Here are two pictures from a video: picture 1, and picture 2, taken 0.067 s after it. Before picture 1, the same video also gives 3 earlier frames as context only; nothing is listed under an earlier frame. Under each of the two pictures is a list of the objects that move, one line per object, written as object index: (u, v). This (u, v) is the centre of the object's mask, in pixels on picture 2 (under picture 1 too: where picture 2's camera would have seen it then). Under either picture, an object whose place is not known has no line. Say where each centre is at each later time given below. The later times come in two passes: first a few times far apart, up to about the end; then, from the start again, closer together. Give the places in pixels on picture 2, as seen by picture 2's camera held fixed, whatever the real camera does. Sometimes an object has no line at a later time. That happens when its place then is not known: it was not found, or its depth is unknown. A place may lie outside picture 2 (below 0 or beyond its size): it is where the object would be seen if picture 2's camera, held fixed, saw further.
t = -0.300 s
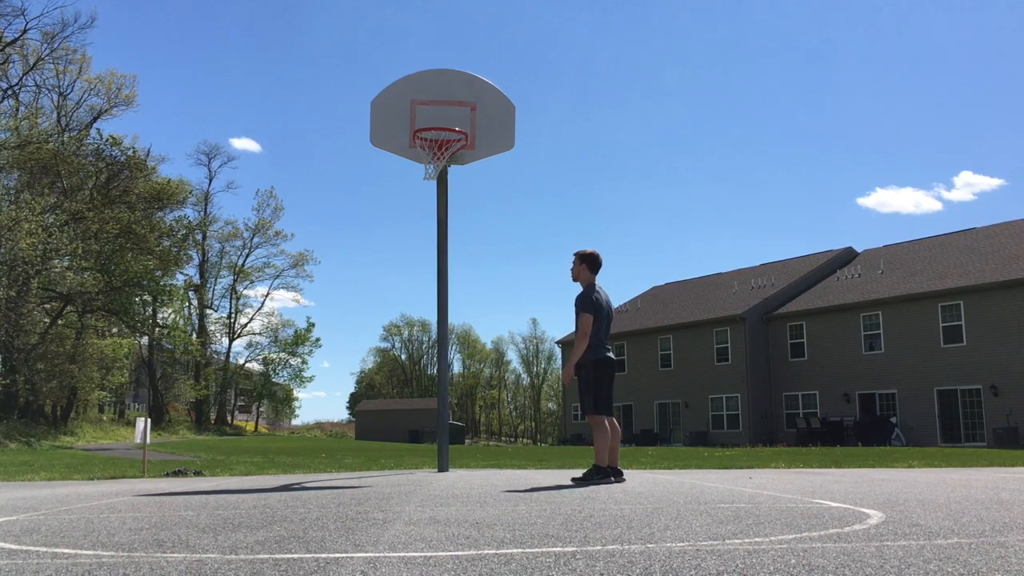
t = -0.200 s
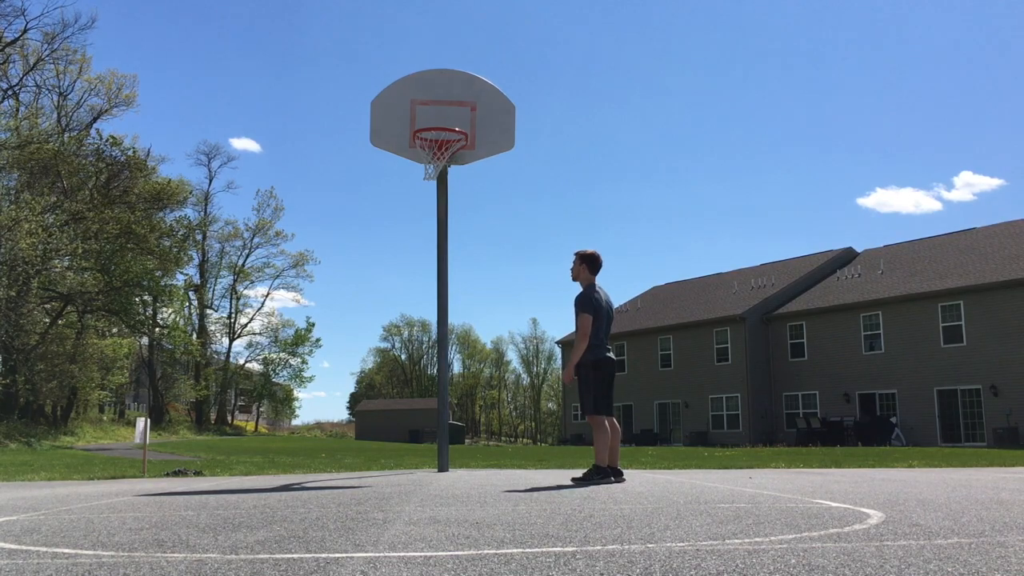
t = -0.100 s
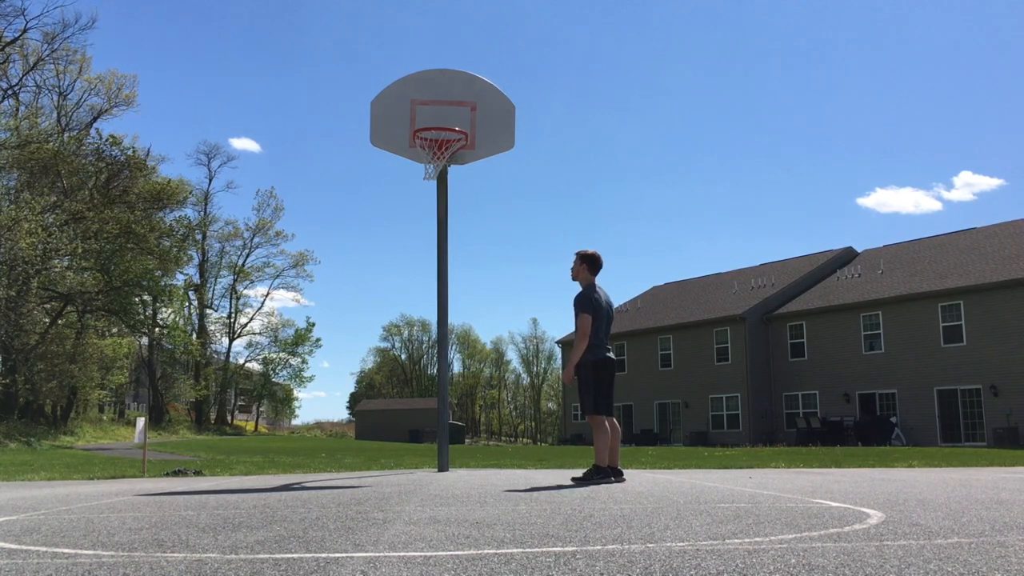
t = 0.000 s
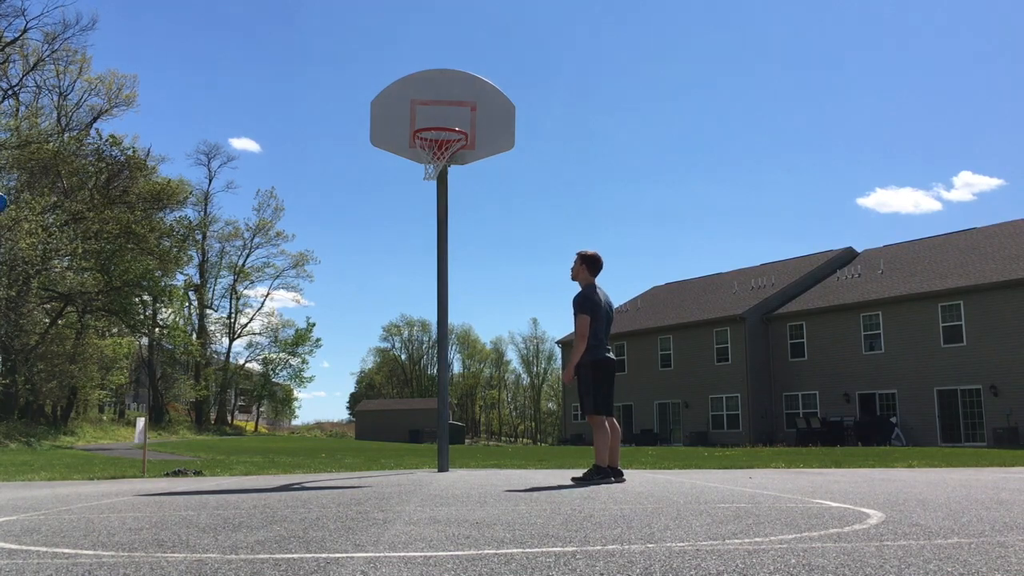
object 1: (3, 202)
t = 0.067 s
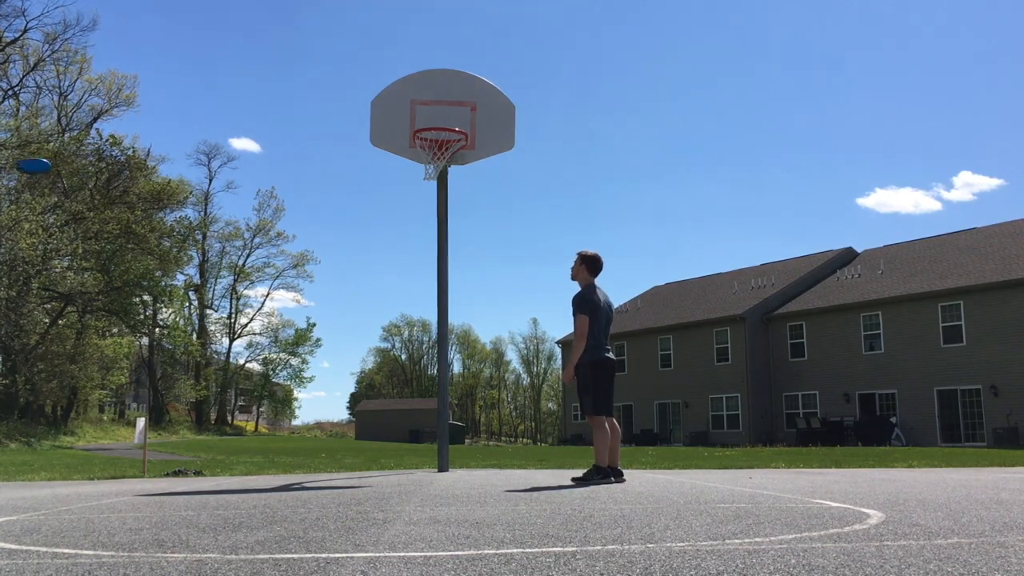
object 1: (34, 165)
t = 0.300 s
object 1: (163, 72)
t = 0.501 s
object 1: (253, 34)
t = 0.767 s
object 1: (343, 16)
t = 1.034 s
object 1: (402, 29)
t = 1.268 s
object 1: (435, 67)
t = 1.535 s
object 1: (446, 137)
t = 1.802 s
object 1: (446, 143)
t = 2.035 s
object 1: (443, 160)
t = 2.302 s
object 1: (435, 171)
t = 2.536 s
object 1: (436, 195)
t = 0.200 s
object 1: (112, 107)
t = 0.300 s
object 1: (163, 72)
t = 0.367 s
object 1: (195, 55)
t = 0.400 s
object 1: (210, 49)
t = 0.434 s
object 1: (225, 43)
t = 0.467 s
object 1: (239, 38)
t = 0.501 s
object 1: (253, 34)
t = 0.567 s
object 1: (279, 27)
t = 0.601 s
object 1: (291, 24)
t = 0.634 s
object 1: (302, 21)
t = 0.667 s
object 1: (313, 19)
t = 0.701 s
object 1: (323, 17)
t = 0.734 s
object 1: (333, 17)
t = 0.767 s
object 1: (343, 16)
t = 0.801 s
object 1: (352, 15)
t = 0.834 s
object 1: (360, 16)
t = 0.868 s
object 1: (368, 17)
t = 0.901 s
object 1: (375, 19)
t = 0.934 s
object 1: (383, 21)
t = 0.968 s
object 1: (390, 23)
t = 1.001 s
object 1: (396, 26)
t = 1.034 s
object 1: (402, 29)
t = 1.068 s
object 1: (408, 33)
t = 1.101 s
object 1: (413, 38)
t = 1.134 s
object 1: (418, 43)
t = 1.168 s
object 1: (423, 48)
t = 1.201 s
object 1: (427, 54)
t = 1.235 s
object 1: (431, 60)
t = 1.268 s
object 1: (435, 67)
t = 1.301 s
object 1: (438, 75)
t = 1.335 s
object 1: (441, 83)
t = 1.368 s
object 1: (444, 92)
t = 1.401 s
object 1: (446, 101)
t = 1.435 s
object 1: (447, 109)
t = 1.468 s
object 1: (448, 117)
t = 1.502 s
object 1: (449, 128)
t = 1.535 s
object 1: (446, 137)
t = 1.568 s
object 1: (446, 137)
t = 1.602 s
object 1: (445, 137)
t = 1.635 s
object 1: (446, 136)
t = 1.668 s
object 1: (447, 135)
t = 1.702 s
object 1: (446, 137)
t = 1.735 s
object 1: (445, 138)
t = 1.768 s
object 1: (445, 140)
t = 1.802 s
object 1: (446, 143)
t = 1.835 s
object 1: (444, 147)
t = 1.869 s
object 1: (445, 150)
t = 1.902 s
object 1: (445, 153)
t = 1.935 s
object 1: (444, 156)
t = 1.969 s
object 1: (444, 157)
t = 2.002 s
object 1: (444, 158)
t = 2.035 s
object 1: (443, 160)
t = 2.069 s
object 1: (443, 161)
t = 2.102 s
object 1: (442, 160)
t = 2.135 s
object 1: (441, 162)
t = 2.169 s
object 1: (440, 164)
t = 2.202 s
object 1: (439, 165)
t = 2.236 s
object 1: (437, 168)
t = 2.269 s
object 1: (436, 170)
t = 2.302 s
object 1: (435, 171)
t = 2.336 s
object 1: (435, 173)
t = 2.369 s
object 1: (435, 174)
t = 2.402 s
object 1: (435, 176)
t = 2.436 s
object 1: (435, 179)
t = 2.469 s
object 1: (435, 185)
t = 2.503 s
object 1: (435, 189)
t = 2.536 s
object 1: (436, 195)
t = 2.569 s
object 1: (437, 202)
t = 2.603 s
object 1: (437, 210)
